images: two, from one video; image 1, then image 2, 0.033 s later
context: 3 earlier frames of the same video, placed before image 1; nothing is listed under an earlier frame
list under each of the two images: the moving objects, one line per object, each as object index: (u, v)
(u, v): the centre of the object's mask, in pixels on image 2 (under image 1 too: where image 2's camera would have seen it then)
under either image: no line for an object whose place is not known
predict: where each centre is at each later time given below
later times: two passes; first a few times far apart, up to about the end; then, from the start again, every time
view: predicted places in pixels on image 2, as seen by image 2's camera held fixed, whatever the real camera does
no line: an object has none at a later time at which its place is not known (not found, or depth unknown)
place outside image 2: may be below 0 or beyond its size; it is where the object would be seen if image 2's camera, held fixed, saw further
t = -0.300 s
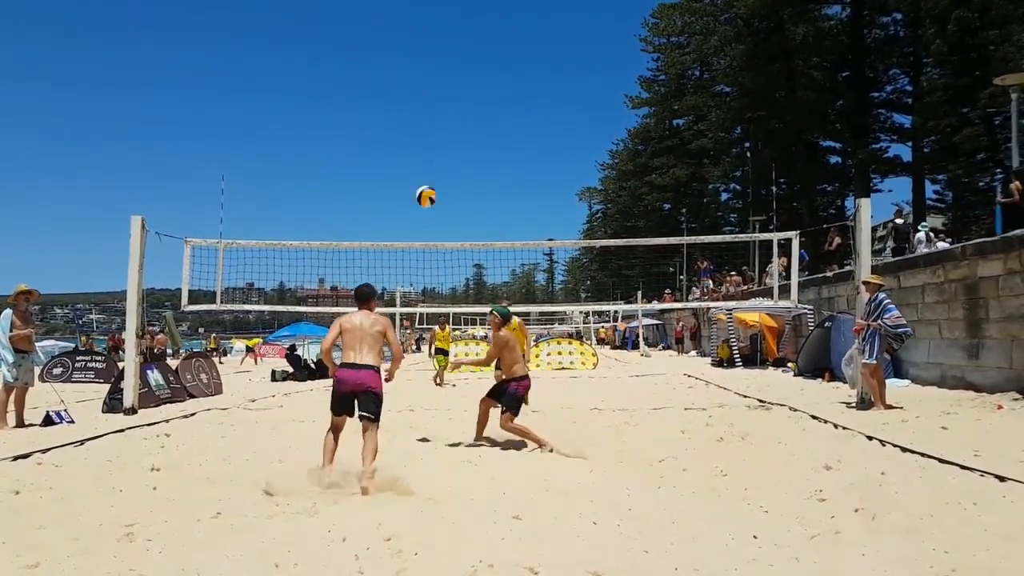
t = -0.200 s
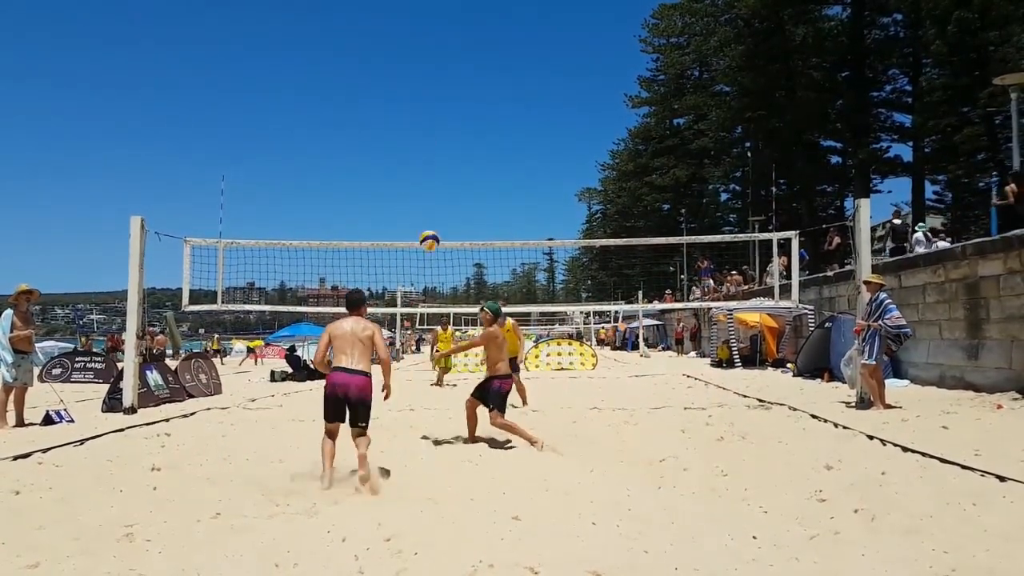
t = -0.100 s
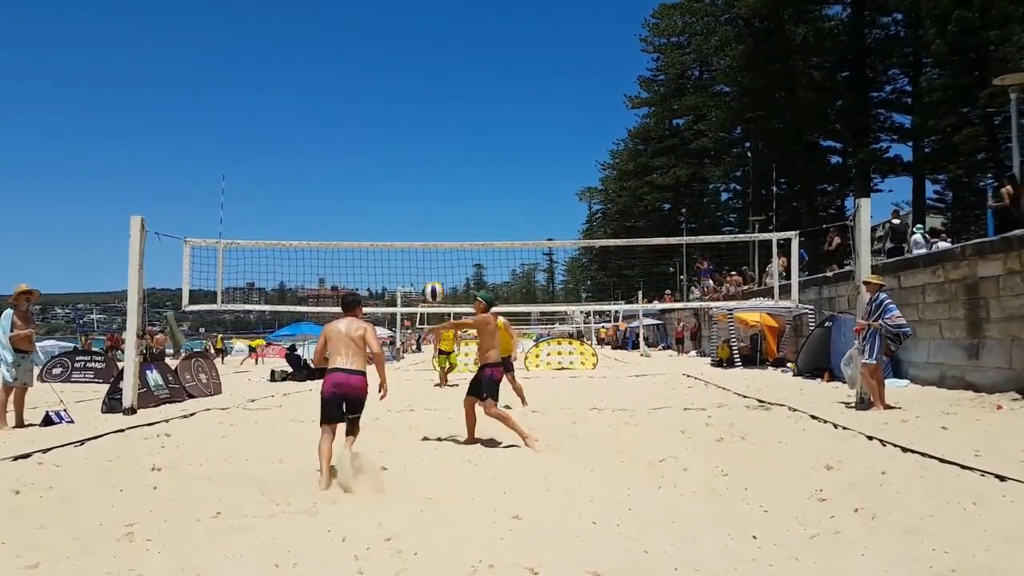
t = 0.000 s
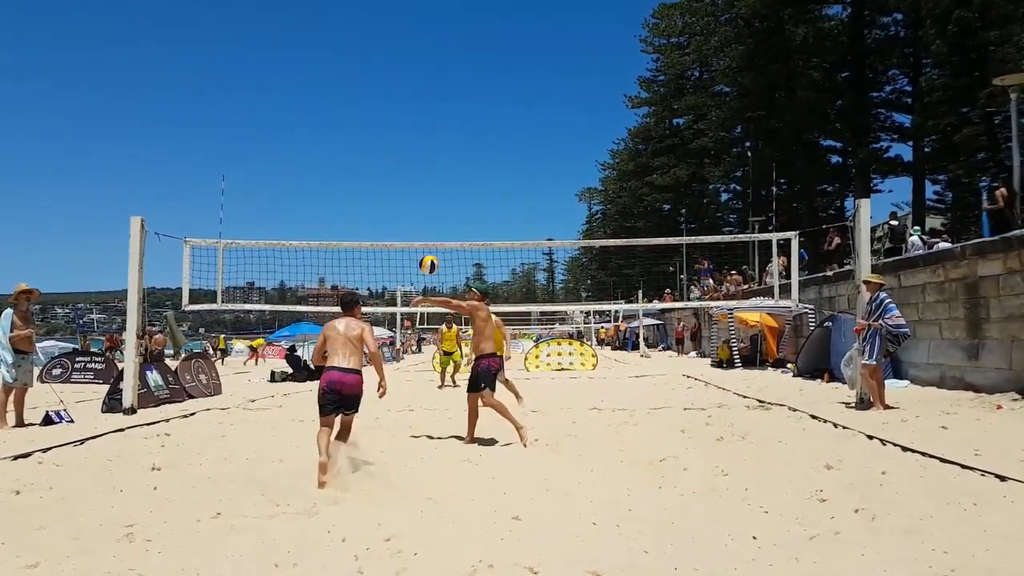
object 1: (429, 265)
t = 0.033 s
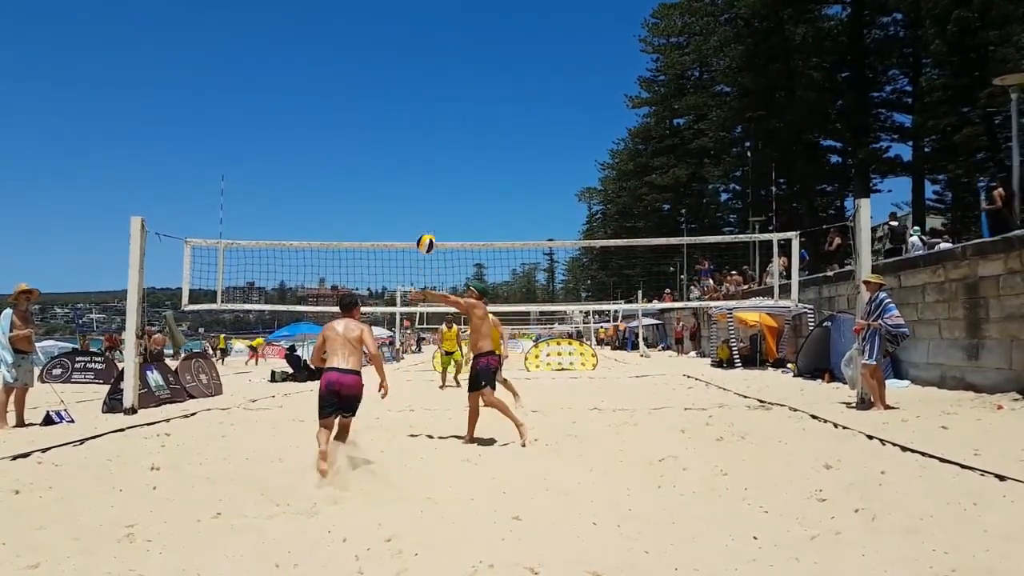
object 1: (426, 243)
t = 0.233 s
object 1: (411, 136)
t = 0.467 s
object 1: (399, 60)
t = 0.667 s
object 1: (390, 36)
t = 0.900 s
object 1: (386, 59)
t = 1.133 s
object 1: (388, 131)
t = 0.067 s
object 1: (423, 223)
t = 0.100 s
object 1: (419, 203)
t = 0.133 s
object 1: (418, 186)
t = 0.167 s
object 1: (415, 168)
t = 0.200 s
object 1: (413, 151)
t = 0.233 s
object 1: (411, 136)
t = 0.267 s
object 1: (409, 122)
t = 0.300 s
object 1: (408, 109)
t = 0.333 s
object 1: (406, 97)
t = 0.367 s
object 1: (403, 87)
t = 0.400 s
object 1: (401, 76)
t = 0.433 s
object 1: (400, 68)
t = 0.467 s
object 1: (399, 60)
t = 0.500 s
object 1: (397, 54)
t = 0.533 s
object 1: (395, 49)
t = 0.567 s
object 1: (393, 44)
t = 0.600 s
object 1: (393, 41)
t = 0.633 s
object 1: (392, 38)
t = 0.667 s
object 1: (390, 36)
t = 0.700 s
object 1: (390, 37)
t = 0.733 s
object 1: (389, 37)
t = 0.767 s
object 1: (387, 40)
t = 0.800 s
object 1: (387, 43)
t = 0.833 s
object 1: (387, 47)
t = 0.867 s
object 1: (386, 52)
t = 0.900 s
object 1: (386, 59)
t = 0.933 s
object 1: (386, 66)
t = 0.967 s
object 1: (386, 74)
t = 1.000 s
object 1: (387, 84)
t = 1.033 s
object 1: (387, 95)
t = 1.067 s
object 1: (387, 106)
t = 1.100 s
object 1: (388, 118)
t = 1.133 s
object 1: (388, 131)
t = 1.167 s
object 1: (389, 144)
